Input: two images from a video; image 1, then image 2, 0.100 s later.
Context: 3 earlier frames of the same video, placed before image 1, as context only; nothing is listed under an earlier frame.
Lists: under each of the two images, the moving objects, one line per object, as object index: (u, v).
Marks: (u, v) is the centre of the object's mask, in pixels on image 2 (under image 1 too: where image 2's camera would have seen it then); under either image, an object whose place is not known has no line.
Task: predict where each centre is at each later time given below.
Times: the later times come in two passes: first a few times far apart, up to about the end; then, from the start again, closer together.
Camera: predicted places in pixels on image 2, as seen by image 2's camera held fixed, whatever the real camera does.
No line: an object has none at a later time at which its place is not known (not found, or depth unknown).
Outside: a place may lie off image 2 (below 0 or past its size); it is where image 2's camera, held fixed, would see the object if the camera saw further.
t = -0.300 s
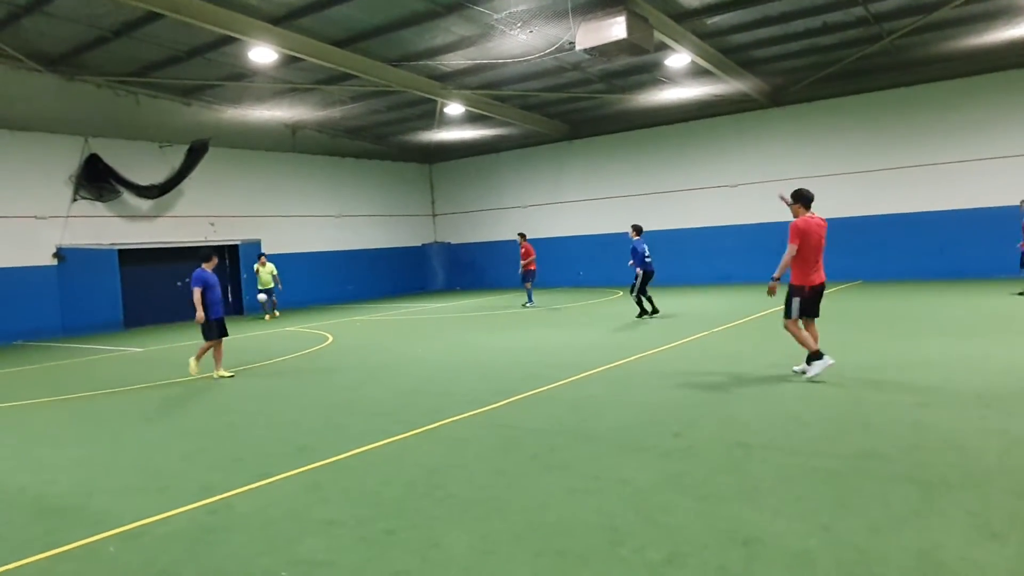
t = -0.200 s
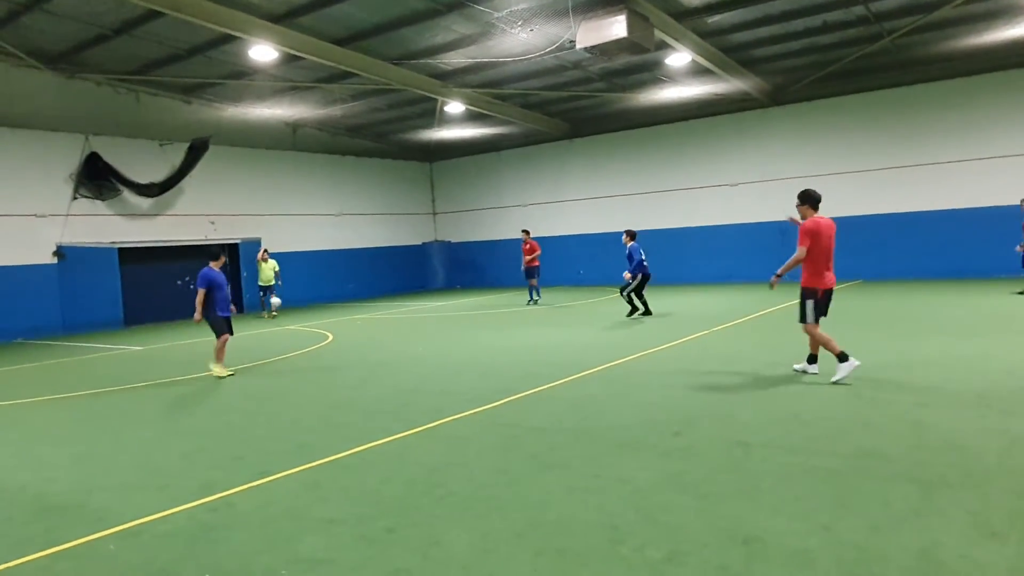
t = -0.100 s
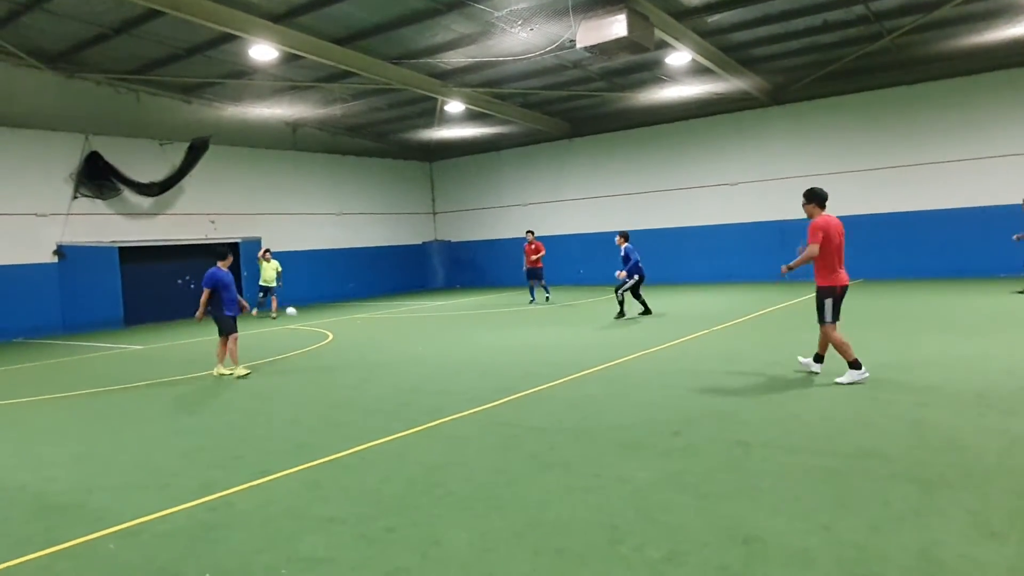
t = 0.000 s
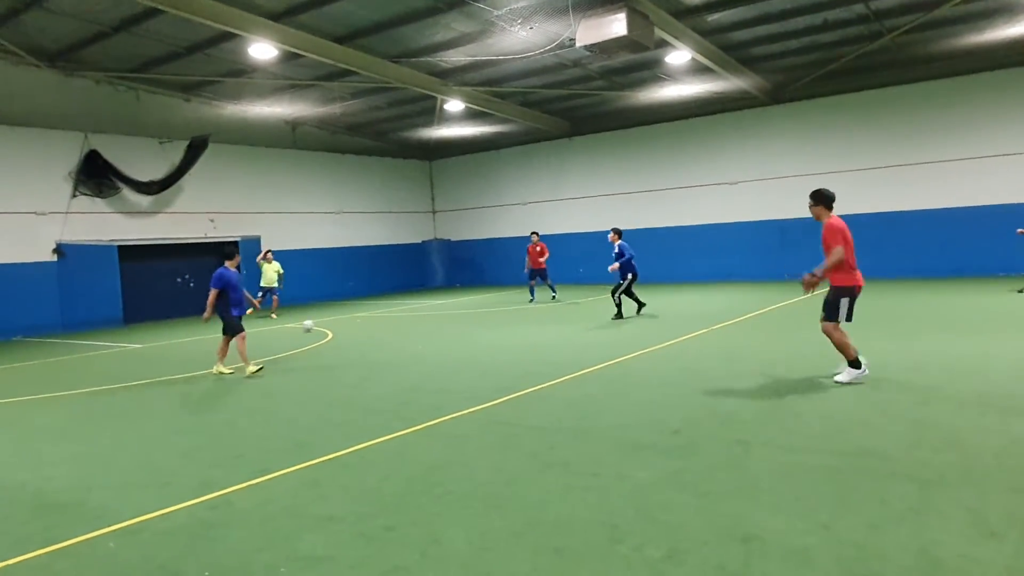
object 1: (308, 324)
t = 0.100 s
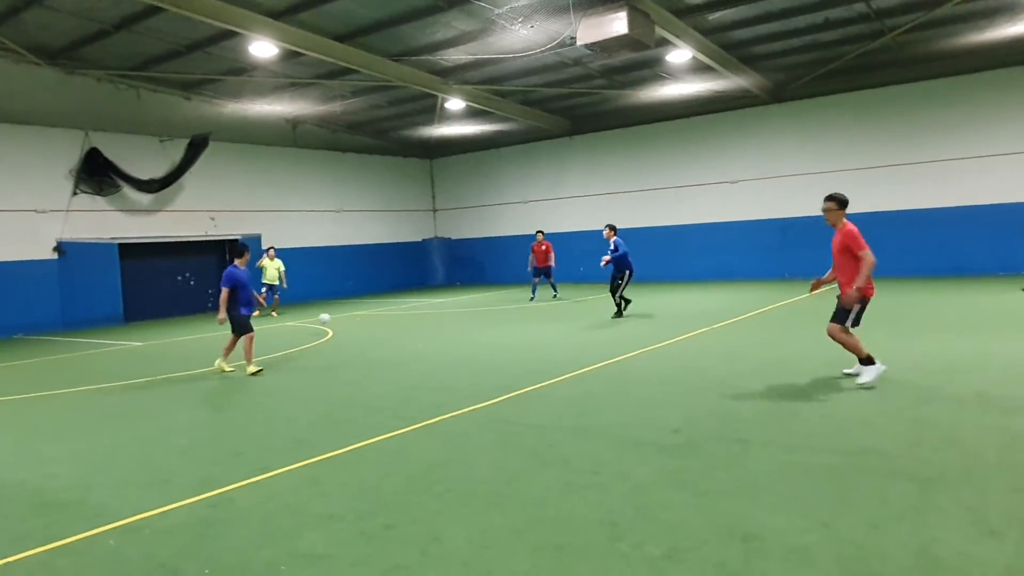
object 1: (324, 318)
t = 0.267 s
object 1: (357, 325)
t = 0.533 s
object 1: (422, 342)
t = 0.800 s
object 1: (509, 361)
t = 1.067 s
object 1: (644, 396)
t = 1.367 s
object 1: (920, 459)
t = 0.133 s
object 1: (329, 318)
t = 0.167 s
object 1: (335, 319)
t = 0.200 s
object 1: (343, 320)
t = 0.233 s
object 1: (350, 322)
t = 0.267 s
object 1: (357, 325)
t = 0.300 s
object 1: (365, 328)
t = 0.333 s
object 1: (372, 333)
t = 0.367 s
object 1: (381, 339)
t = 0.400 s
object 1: (390, 344)
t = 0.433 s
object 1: (397, 342)
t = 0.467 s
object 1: (405, 341)
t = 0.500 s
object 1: (414, 341)
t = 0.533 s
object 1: (422, 342)
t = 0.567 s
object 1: (431, 343)
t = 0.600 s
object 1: (441, 346)
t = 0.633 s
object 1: (451, 350)
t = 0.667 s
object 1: (462, 356)
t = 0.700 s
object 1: (474, 363)
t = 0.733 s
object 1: (485, 364)
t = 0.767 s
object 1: (497, 362)
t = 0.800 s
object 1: (509, 361)
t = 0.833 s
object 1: (522, 362)
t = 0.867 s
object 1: (537, 364)
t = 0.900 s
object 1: (551, 368)
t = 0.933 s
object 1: (568, 373)
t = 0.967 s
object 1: (586, 380)
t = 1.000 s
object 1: (604, 389)
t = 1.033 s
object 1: (624, 398)
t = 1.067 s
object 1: (644, 396)
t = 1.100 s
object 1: (666, 397)
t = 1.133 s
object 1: (689, 401)
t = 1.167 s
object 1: (715, 404)
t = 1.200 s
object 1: (741, 412)
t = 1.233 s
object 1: (771, 421)
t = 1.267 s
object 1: (803, 436)
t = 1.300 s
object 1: (836, 448)
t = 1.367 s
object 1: (920, 459)
